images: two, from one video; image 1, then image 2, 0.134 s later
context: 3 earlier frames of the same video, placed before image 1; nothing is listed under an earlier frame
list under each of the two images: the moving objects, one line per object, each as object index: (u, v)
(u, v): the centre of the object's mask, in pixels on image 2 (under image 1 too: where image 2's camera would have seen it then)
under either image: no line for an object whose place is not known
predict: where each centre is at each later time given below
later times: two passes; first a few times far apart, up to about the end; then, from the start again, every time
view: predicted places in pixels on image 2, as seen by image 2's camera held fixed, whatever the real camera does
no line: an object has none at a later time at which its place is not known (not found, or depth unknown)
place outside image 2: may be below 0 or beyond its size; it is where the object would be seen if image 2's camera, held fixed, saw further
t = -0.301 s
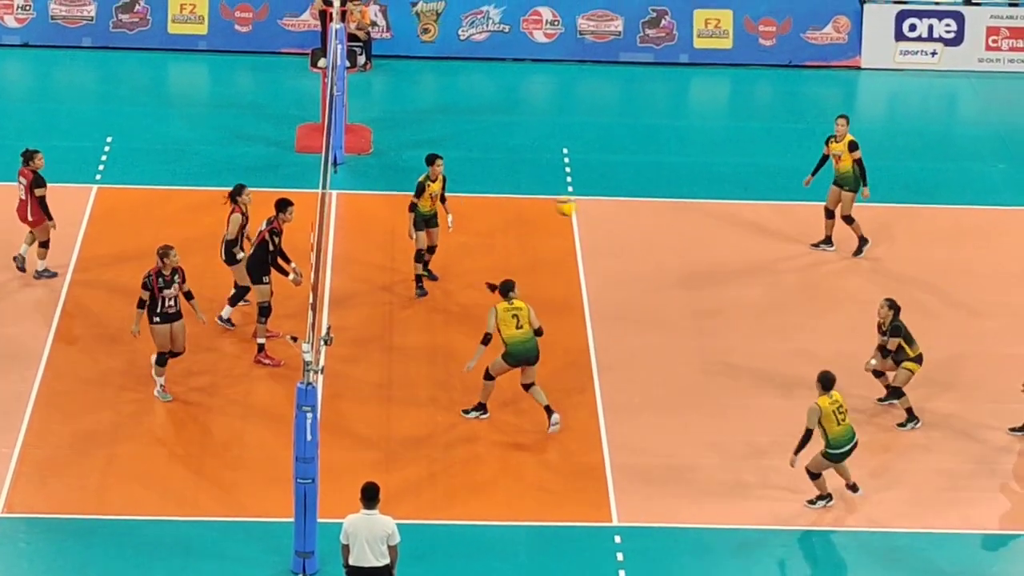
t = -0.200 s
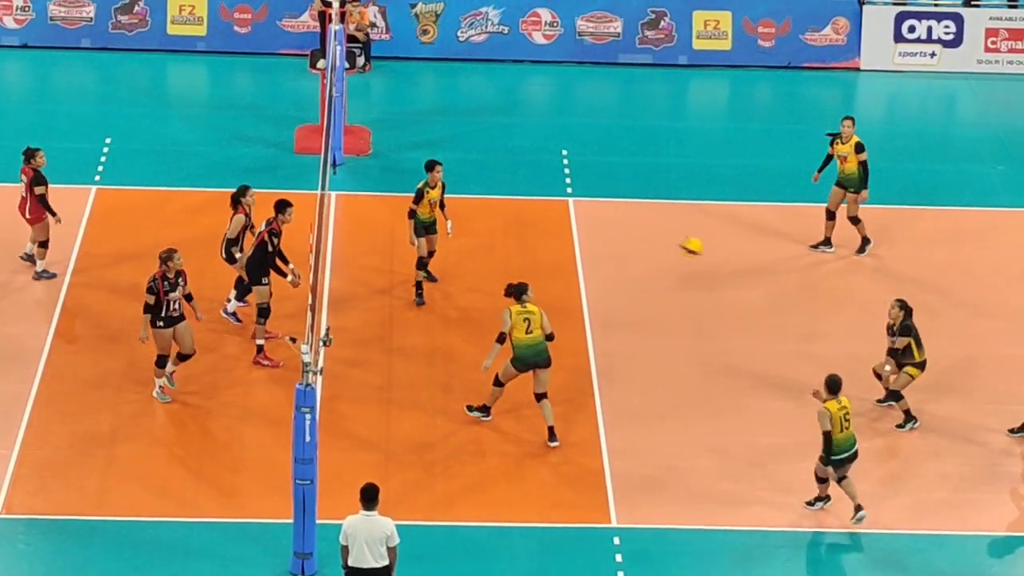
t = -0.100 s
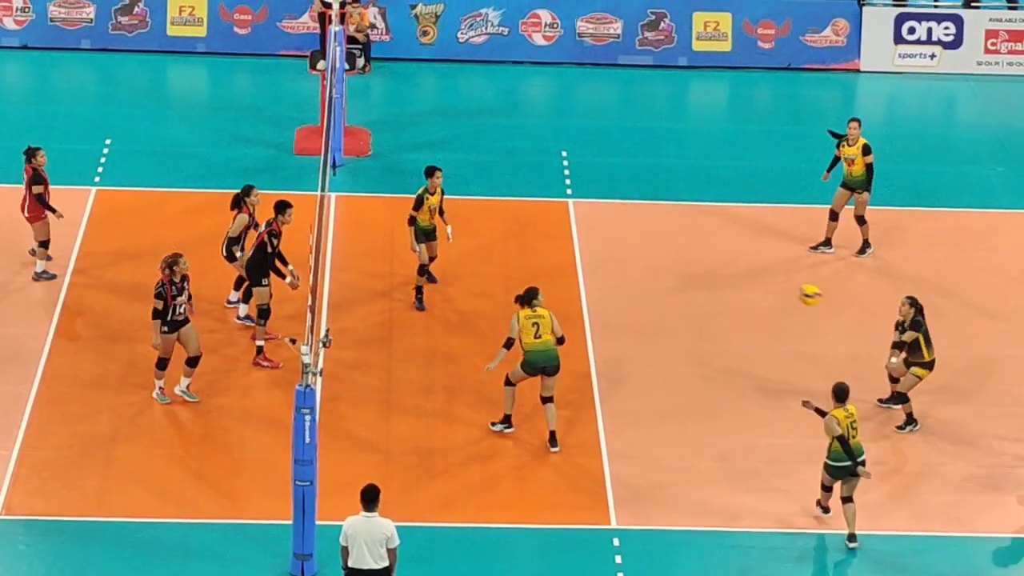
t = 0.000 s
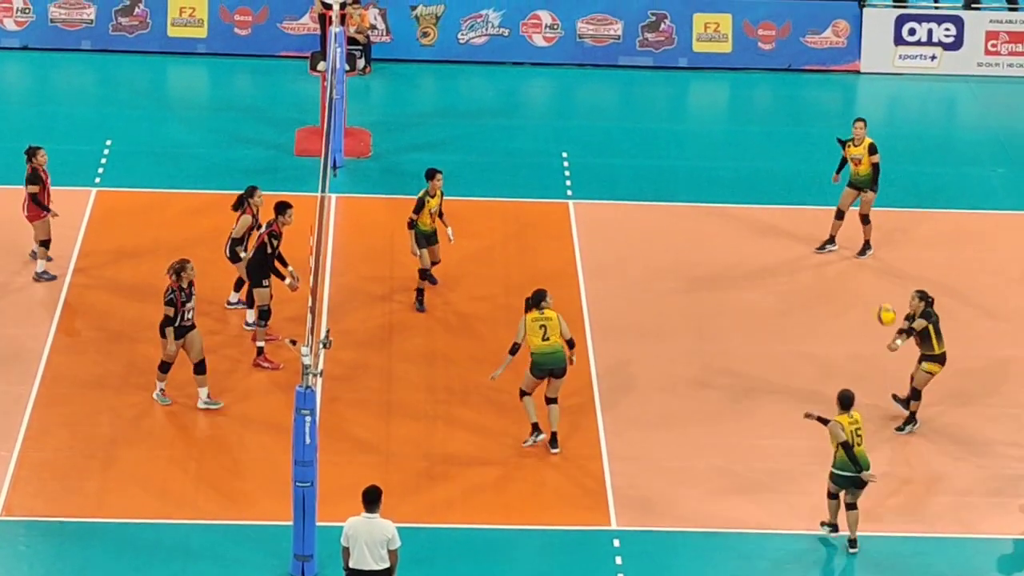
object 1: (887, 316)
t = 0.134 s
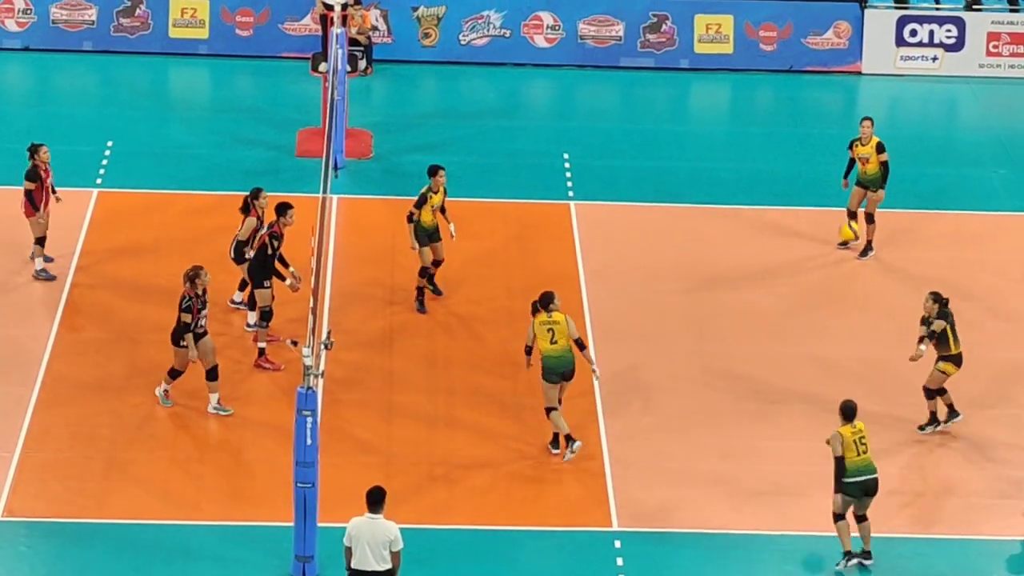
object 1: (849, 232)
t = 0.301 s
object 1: (801, 147)
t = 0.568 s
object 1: (724, 64)
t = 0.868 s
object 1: (638, 48)
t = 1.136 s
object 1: (564, 96)
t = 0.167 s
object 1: (840, 211)
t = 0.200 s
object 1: (830, 194)
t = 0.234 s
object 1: (820, 177)
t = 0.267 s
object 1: (811, 162)
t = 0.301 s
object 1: (801, 147)
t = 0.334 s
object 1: (791, 133)
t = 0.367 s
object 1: (782, 120)
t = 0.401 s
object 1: (772, 108)
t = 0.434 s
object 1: (763, 97)
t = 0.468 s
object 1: (753, 88)
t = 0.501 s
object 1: (744, 79)
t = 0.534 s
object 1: (734, 71)
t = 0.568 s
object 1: (724, 64)
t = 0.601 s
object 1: (714, 60)
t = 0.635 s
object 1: (705, 56)
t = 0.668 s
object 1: (694, 51)
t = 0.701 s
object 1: (685, 48)
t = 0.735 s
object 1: (676, 46)
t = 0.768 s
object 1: (668, 45)
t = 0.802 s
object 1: (657, 45)
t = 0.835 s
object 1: (647, 46)
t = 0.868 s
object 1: (638, 48)
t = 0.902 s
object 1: (629, 51)
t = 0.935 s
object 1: (619, 55)
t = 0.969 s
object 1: (610, 60)
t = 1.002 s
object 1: (601, 65)
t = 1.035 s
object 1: (592, 71)
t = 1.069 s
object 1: (582, 79)
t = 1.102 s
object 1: (573, 87)
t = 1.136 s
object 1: (564, 96)
